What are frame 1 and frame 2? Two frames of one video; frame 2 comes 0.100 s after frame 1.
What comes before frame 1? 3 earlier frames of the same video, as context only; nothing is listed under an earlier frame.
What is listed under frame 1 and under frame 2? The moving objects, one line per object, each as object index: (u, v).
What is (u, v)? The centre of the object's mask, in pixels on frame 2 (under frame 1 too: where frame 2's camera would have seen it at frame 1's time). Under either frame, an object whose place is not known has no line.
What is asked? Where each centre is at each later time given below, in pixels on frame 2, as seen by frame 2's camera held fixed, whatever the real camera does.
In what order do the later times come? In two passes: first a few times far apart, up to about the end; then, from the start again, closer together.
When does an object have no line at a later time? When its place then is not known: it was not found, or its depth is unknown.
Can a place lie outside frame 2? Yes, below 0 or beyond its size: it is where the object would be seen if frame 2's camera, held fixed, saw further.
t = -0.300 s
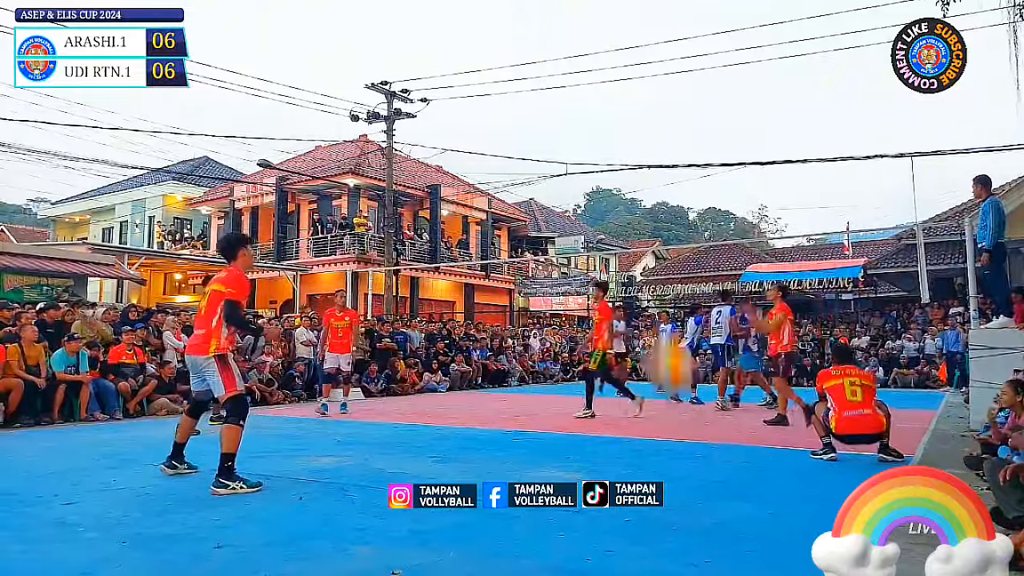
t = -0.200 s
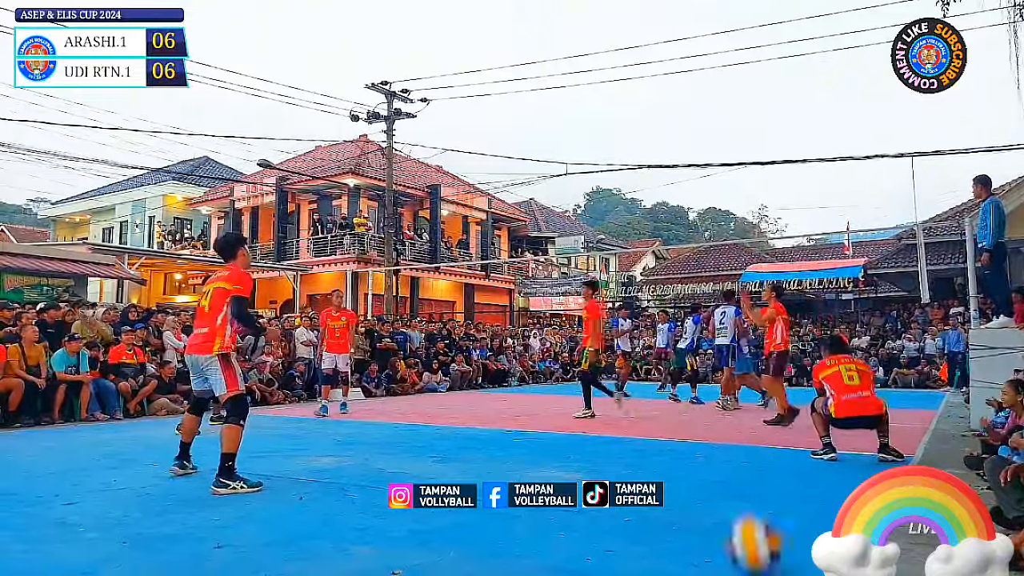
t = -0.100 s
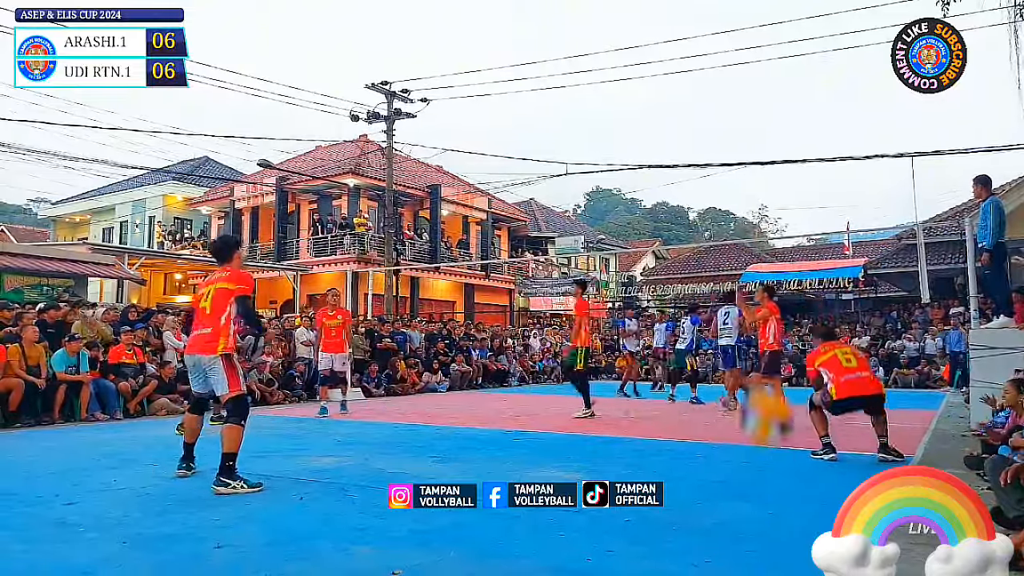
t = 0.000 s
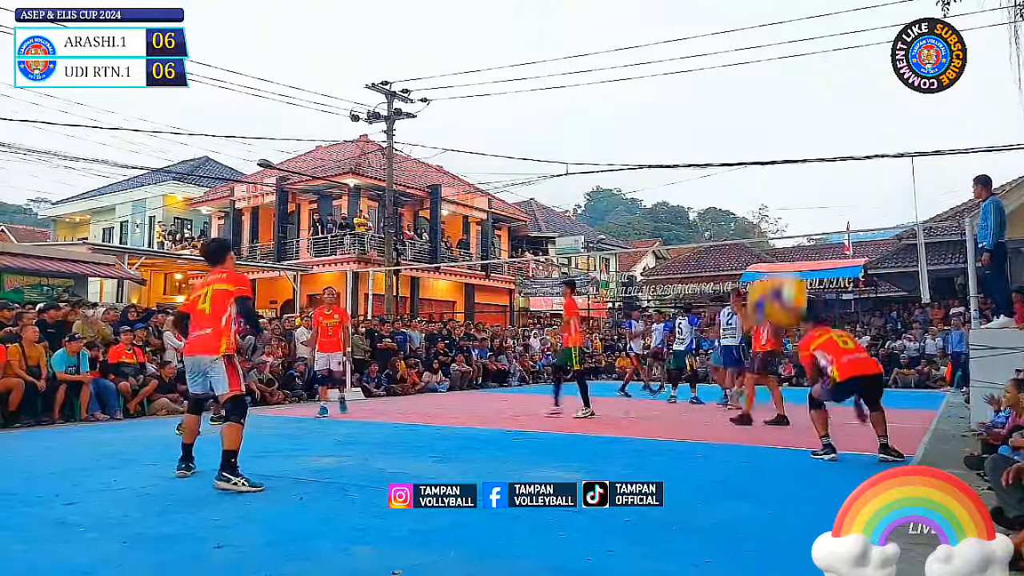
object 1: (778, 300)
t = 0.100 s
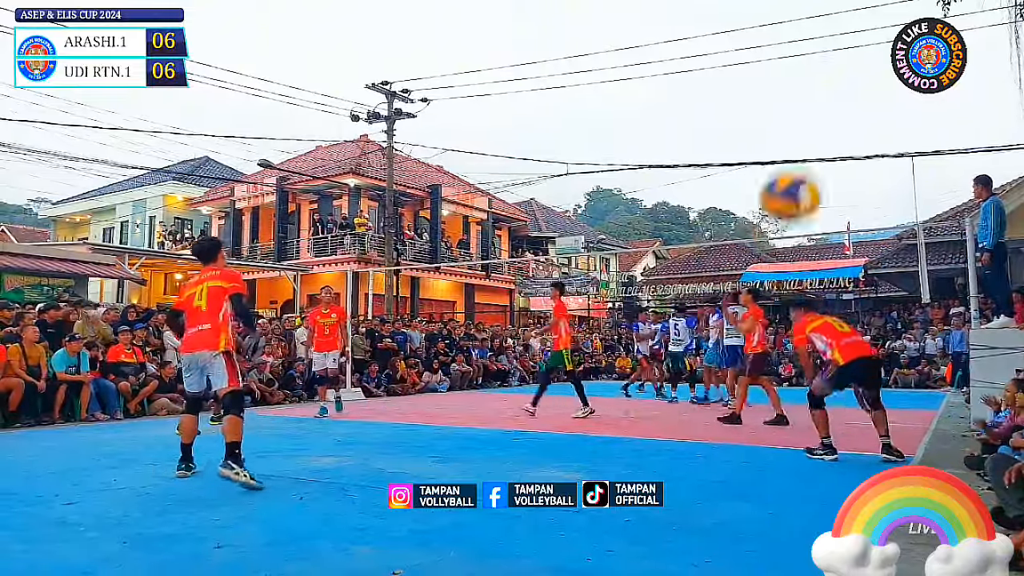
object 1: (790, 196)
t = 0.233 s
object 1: (811, 86)
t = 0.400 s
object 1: (842, 13)
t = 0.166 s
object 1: (800, 137)
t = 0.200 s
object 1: (805, 111)
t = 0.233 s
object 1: (811, 86)
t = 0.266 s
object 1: (817, 63)
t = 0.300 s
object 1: (823, 42)
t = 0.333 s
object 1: (829, 27)
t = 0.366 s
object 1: (835, 19)
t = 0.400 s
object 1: (842, 13)
